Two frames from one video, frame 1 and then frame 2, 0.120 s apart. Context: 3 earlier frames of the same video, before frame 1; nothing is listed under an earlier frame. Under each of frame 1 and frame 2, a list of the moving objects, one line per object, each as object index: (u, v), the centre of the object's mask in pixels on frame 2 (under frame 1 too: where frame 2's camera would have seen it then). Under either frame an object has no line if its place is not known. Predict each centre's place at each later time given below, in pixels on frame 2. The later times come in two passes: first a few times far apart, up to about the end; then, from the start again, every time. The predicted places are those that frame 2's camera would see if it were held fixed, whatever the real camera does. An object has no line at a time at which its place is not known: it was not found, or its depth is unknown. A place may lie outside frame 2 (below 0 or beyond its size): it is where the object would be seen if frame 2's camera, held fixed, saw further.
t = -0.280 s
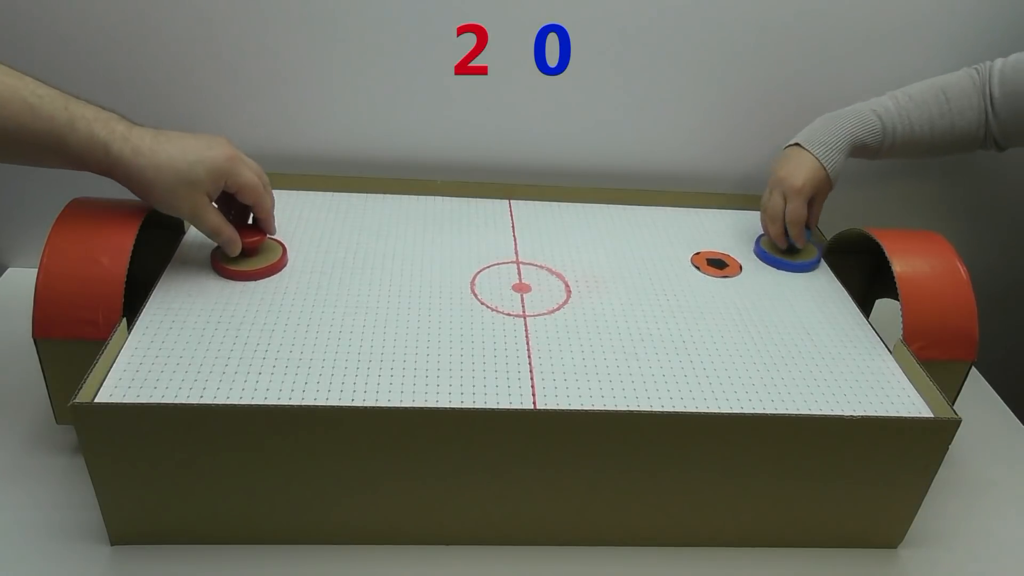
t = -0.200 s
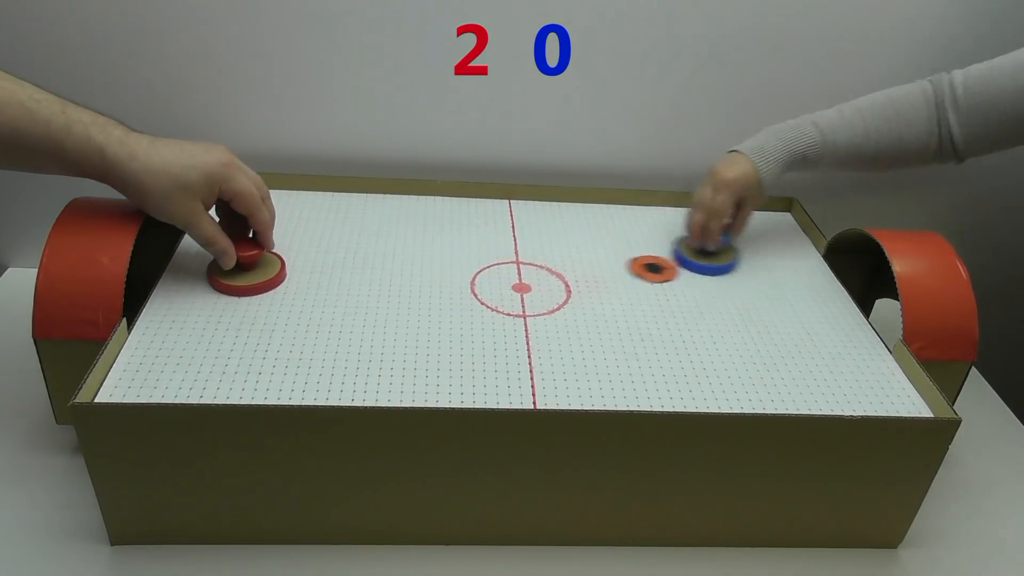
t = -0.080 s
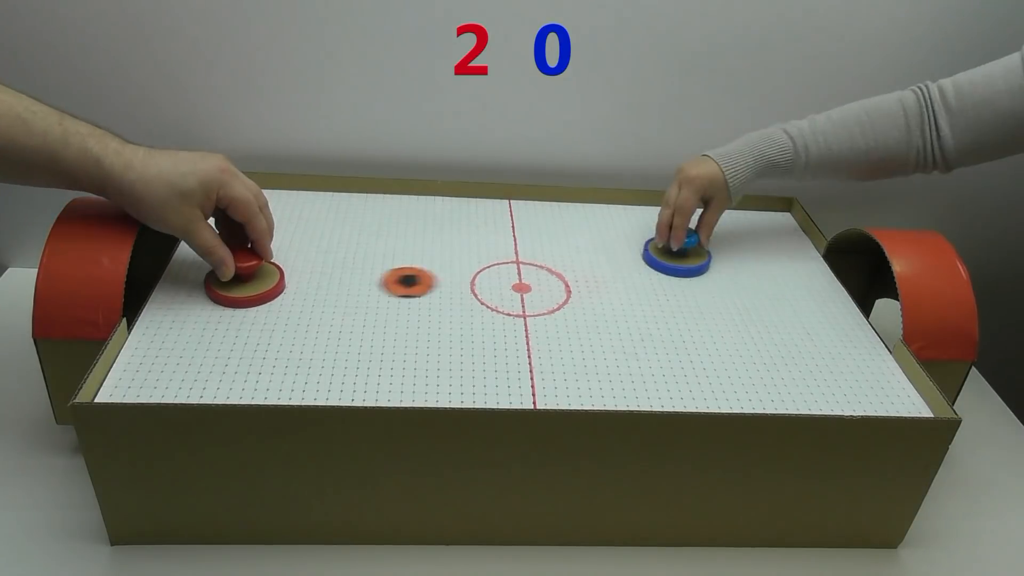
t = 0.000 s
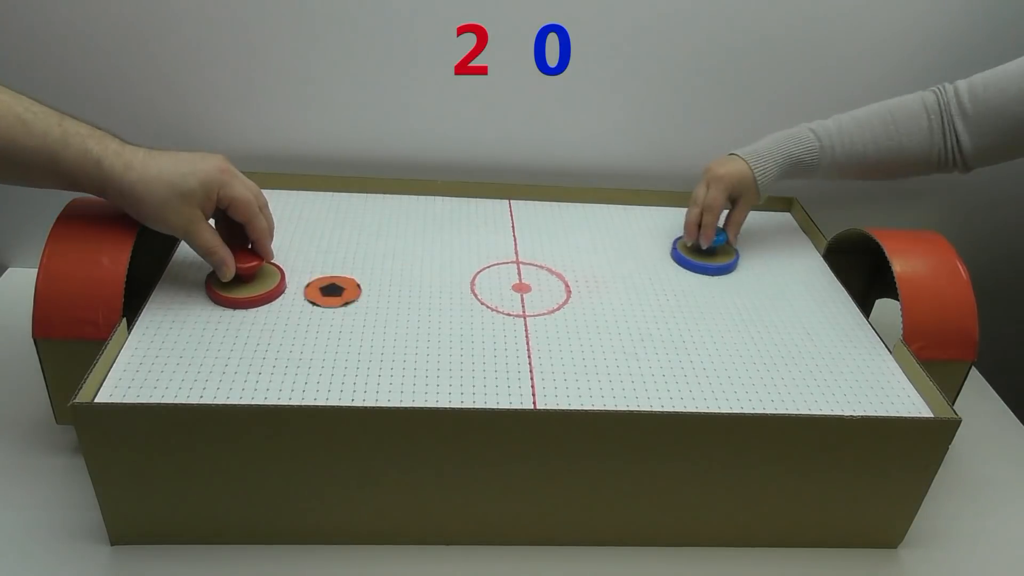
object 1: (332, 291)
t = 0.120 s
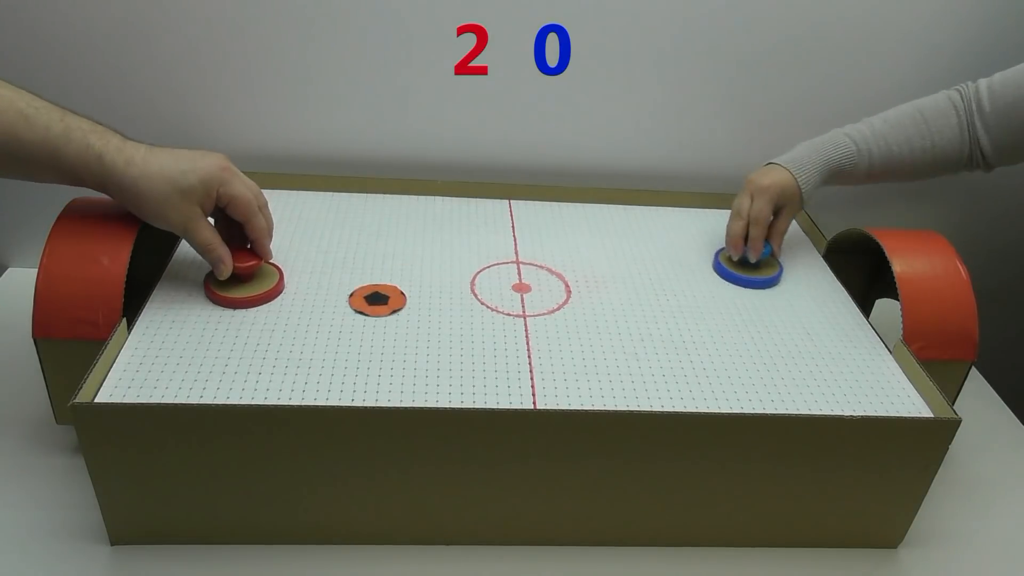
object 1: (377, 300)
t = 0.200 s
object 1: (403, 306)
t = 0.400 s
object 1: (468, 323)
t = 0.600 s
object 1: (536, 345)
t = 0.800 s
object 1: (606, 374)
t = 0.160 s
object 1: (390, 303)
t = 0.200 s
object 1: (403, 306)
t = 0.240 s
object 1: (416, 309)
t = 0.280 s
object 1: (429, 312)
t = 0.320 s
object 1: (442, 316)
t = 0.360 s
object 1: (455, 319)
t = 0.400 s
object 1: (468, 323)
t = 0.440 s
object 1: (482, 327)
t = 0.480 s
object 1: (495, 331)
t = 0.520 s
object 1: (508, 336)
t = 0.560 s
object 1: (522, 341)
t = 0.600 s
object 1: (536, 345)
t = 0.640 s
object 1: (549, 351)
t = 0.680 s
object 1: (563, 356)
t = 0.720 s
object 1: (577, 362)
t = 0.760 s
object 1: (591, 368)
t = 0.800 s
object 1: (606, 374)
